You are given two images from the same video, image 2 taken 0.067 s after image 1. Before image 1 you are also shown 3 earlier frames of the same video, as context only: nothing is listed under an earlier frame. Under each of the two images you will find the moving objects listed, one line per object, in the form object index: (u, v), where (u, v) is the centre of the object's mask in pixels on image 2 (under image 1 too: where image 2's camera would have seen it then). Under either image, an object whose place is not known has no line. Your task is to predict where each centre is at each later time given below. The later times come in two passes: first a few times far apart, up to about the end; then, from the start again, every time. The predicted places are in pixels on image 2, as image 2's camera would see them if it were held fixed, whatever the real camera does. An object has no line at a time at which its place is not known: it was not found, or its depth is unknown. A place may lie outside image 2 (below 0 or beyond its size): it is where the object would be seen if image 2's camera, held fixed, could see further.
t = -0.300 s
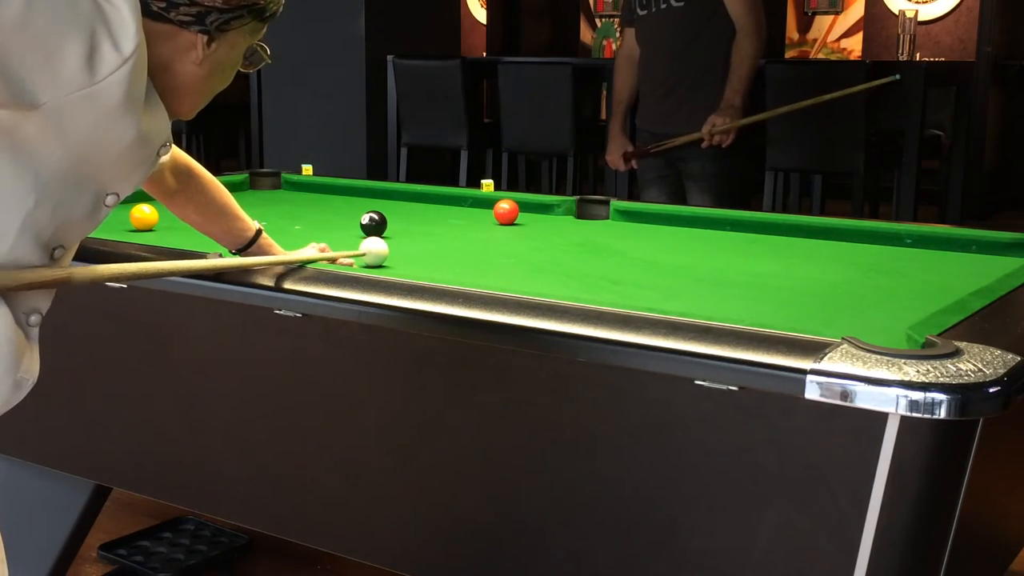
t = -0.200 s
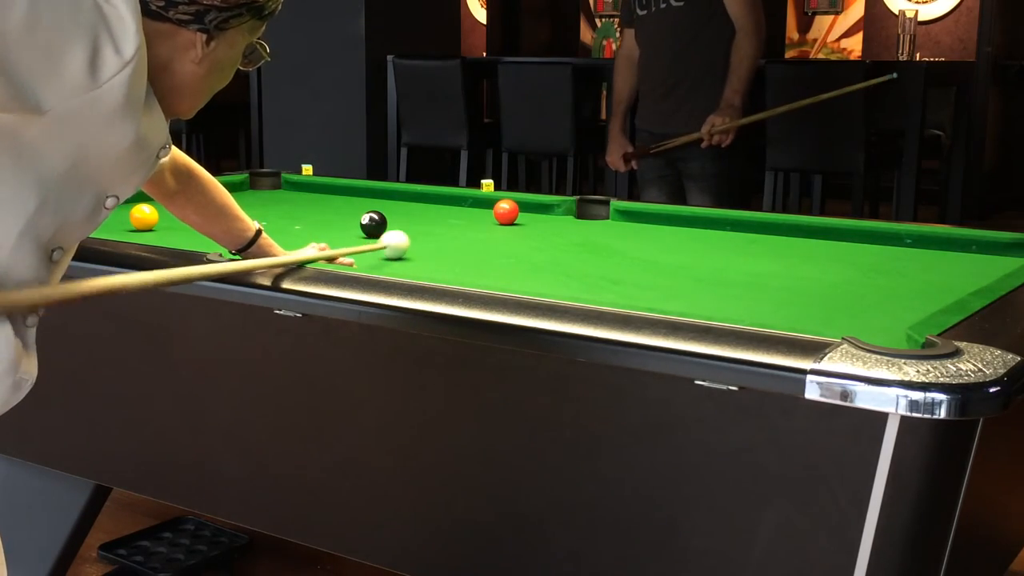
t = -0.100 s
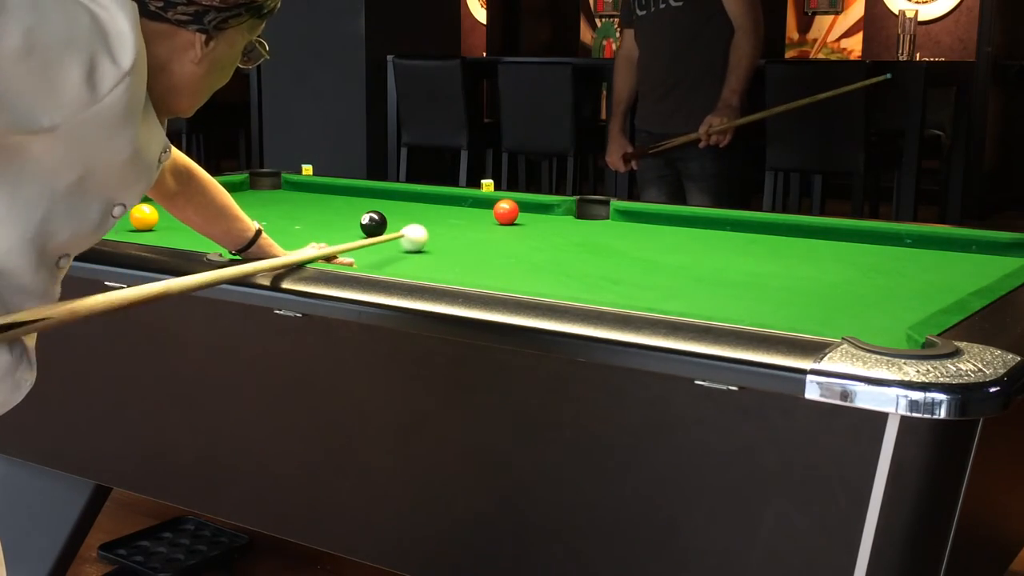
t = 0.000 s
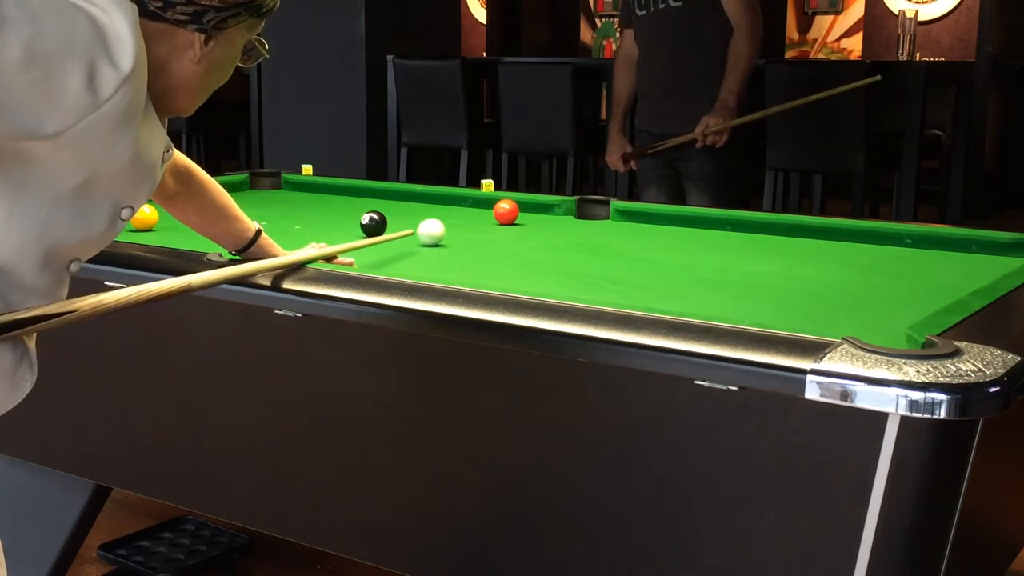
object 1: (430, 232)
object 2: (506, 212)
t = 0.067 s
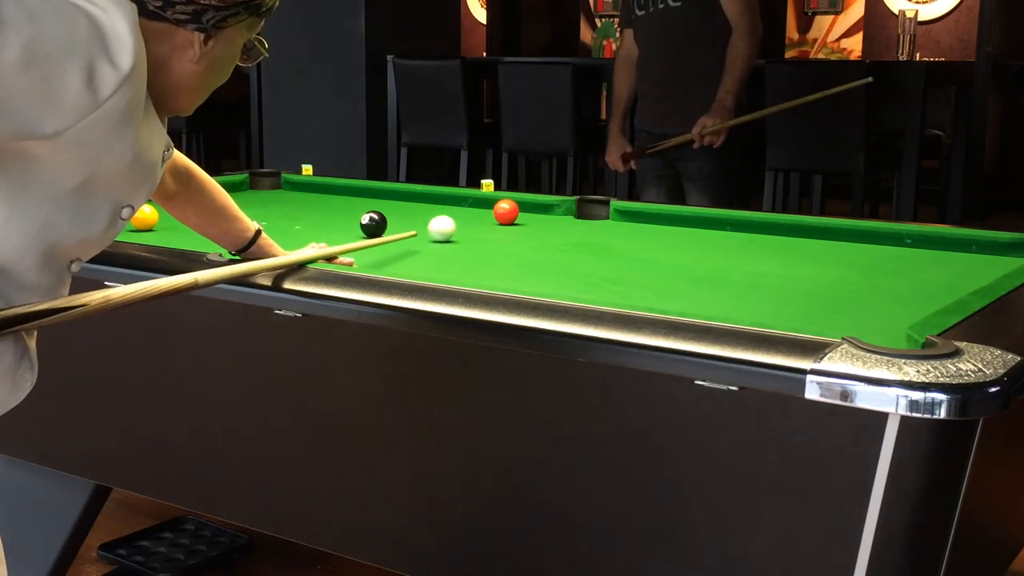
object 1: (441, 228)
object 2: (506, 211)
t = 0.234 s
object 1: (466, 220)
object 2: (506, 211)
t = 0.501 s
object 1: (474, 211)
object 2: (526, 210)
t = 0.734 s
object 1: (458, 205)
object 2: (556, 207)
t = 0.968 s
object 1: (445, 200)
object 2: (584, 209)
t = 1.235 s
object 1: (431, 195)
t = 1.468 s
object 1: (407, 195)
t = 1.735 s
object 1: (382, 195)
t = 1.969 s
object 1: (363, 194)
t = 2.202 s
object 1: (346, 194)
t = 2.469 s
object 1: (330, 194)
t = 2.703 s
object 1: (319, 194)
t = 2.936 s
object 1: (310, 193)
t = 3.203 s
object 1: (302, 193)
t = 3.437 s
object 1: (298, 193)
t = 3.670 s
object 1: (296, 193)
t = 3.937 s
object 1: (296, 193)
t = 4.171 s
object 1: (296, 193)
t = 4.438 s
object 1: (296, 193)
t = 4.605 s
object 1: (296, 193)
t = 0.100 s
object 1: (446, 226)
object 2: (506, 211)
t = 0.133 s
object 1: (452, 225)
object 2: (506, 211)
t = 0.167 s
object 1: (457, 223)
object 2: (506, 211)
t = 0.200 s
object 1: (462, 221)
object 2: (506, 211)
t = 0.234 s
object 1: (466, 220)
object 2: (506, 211)
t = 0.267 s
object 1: (471, 218)
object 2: (506, 211)
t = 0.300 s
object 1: (475, 217)
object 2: (506, 211)
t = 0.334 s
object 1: (480, 215)
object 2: (506, 211)
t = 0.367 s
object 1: (484, 214)
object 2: (507, 211)
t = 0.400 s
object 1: (481, 213)
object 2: (512, 211)
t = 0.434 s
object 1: (478, 212)
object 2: (517, 210)
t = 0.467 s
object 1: (476, 211)
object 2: (522, 210)
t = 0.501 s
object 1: (474, 211)
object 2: (526, 210)
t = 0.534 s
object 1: (471, 210)
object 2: (531, 209)
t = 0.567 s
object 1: (469, 209)
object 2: (535, 209)
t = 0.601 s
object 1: (467, 208)
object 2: (539, 209)
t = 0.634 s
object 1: (465, 207)
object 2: (544, 208)
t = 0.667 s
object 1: (462, 207)
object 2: (548, 208)
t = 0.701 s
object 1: (460, 206)
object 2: (552, 208)
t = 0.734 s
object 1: (458, 205)
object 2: (556, 207)
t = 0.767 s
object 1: (456, 204)
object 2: (560, 207)
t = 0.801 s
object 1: (454, 204)
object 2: (564, 207)
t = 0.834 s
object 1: (452, 203)
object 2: (568, 206)
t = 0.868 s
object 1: (450, 202)
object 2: (572, 206)
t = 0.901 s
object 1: (449, 202)
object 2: (576, 206)
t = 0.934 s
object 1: (447, 201)
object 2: (580, 207)
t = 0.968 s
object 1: (445, 200)
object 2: (584, 209)
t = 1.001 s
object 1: (443, 200)
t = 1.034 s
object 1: (441, 199)
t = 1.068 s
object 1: (440, 198)
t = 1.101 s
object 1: (438, 198)
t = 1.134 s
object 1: (436, 197)
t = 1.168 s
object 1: (435, 196)
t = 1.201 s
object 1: (433, 196)
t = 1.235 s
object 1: (431, 195)
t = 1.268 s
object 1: (428, 195)
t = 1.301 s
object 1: (424, 195)
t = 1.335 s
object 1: (421, 195)
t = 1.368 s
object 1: (417, 195)
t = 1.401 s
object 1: (414, 195)
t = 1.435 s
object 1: (410, 195)
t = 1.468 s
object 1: (407, 195)
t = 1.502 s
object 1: (404, 195)
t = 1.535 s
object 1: (400, 195)
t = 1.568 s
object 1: (397, 195)
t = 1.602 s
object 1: (394, 195)
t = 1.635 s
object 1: (391, 195)
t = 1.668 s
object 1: (388, 195)
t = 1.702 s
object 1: (385, 194)
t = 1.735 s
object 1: (382, 195)
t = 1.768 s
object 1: (379, 194)
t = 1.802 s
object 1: (377, 194)
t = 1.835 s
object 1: (374, 194)
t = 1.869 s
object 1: (371, 194)
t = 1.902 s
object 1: (368, 194)
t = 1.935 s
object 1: (366, 194)
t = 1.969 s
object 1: (363, 194)
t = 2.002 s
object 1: (361, 194)
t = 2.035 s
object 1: (358, 194)
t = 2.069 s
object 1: (356, 194)
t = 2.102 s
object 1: (353, 194)
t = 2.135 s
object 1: (351, 194)
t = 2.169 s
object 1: (349, 194)
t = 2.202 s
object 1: (346, 194)
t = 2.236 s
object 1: (344, 194)
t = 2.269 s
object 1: (342, 194)
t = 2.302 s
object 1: (340, 194)
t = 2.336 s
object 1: (338, 194)
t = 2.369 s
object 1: (336, 194)
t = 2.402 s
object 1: (334, 194)
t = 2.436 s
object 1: (332, 194)
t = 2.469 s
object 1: (330, 194)
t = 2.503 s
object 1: (328, 194)
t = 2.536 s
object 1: (327, 194)
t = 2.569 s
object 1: (325, 194)
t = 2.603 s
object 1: (323, 194)
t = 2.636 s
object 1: (322, 194)
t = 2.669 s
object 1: (320, 193)
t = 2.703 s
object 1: (319, 194)
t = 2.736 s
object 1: (317, 194)
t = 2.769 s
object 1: (316, 193)
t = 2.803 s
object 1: (315, 193)
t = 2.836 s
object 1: (313, 193)
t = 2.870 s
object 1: (312, 193)
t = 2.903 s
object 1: (311, 193)
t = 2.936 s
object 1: (310, 193)
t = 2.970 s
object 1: (309, 193)
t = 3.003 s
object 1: (307, 193)
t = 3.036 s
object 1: (307, 193)
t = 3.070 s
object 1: (306, 193)
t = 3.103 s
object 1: (305, 193)
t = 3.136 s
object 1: (304, 193)
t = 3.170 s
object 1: (303, 193)
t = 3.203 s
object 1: (302, 193)
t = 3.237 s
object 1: (301, 193)
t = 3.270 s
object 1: (301, 193)
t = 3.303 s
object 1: (300, 193)
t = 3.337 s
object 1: (299, 193)
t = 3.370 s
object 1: (299, 193)
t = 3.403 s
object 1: (299, 193)
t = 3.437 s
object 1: (298, 193)
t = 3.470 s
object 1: (298, 193)
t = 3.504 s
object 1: (297, 193)
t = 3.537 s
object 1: (297, 193)
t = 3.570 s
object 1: (297, 193)
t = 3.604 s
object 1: (297, 193)
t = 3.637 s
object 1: (296, 193)
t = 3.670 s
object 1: (296, 193)
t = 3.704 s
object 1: (296, 193)
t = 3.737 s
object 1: (296, 193)
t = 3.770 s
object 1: (296, 193)
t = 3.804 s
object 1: (296, 193)
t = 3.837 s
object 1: (296, 193)
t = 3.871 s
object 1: (296, 193)
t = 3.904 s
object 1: (296, 193)
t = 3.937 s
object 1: (296, 193)
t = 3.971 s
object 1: (296, 193)
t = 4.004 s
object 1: (296, 193)
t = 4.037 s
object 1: (296, 193)
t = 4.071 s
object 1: (296, 193)
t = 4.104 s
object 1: (296, 193)
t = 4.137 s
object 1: (296, 193)
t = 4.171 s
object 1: (296, 193)
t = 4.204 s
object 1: (296, 193)
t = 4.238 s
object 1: (296, 193)
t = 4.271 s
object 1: (296, 193)
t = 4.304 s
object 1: (296, 193)
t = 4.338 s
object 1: (296, 193)
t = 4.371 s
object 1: (296, 193)
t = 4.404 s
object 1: (296, 193)
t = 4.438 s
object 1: (296, 193)
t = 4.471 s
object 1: (296, 193)
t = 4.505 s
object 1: (296, 193)
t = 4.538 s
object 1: (296, 193)
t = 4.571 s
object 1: (296, 193)
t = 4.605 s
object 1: (296, 193)
